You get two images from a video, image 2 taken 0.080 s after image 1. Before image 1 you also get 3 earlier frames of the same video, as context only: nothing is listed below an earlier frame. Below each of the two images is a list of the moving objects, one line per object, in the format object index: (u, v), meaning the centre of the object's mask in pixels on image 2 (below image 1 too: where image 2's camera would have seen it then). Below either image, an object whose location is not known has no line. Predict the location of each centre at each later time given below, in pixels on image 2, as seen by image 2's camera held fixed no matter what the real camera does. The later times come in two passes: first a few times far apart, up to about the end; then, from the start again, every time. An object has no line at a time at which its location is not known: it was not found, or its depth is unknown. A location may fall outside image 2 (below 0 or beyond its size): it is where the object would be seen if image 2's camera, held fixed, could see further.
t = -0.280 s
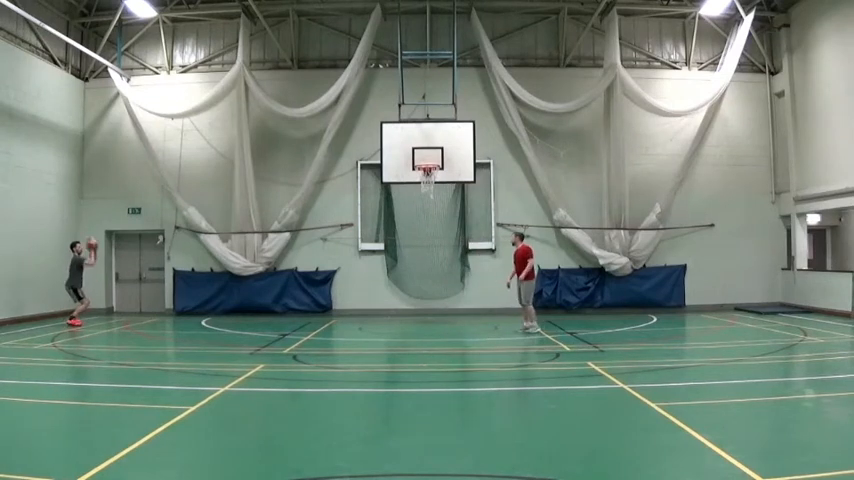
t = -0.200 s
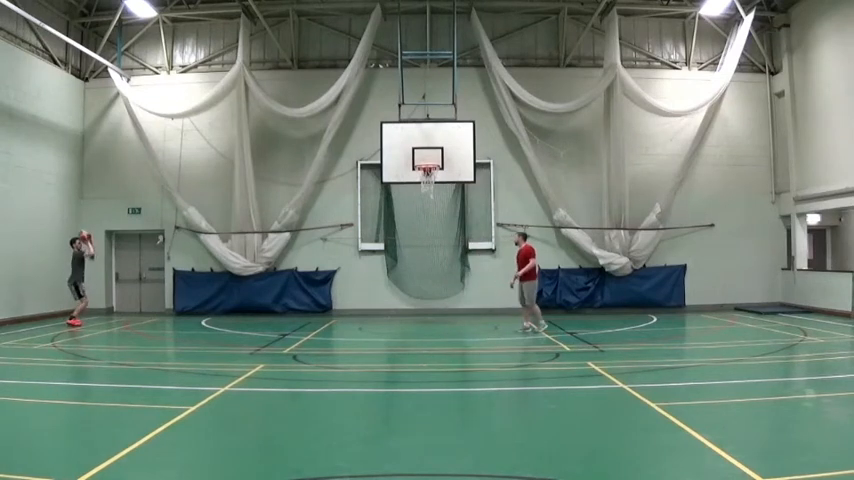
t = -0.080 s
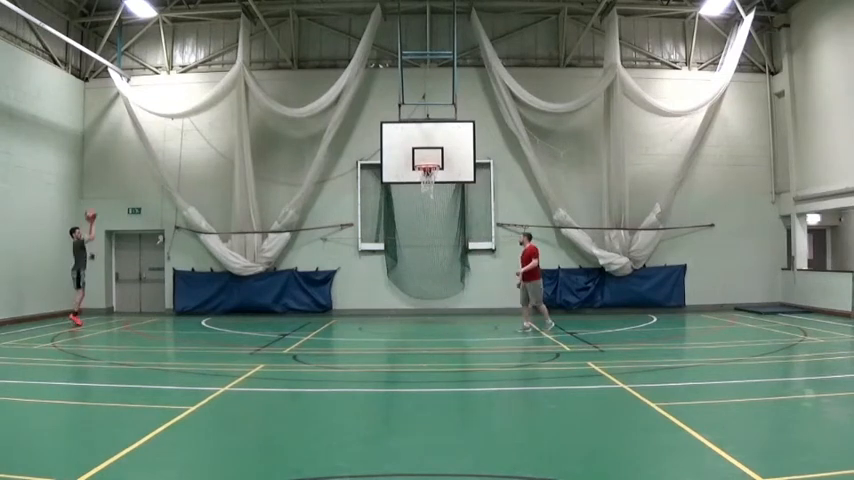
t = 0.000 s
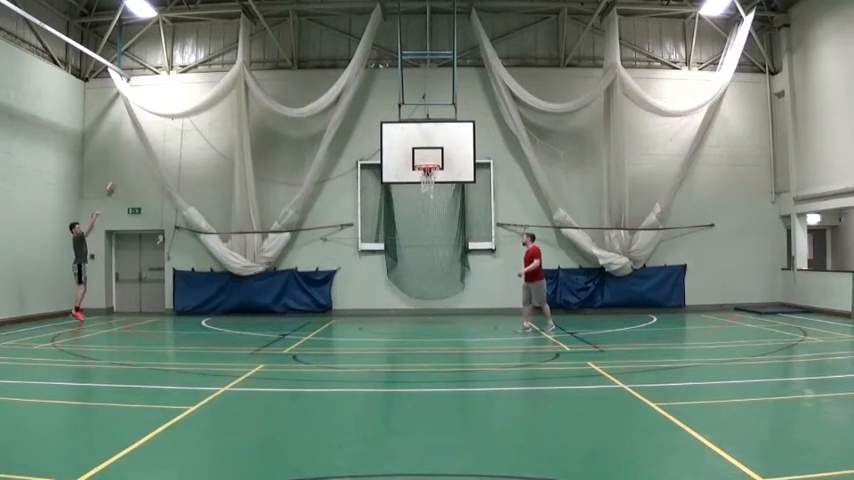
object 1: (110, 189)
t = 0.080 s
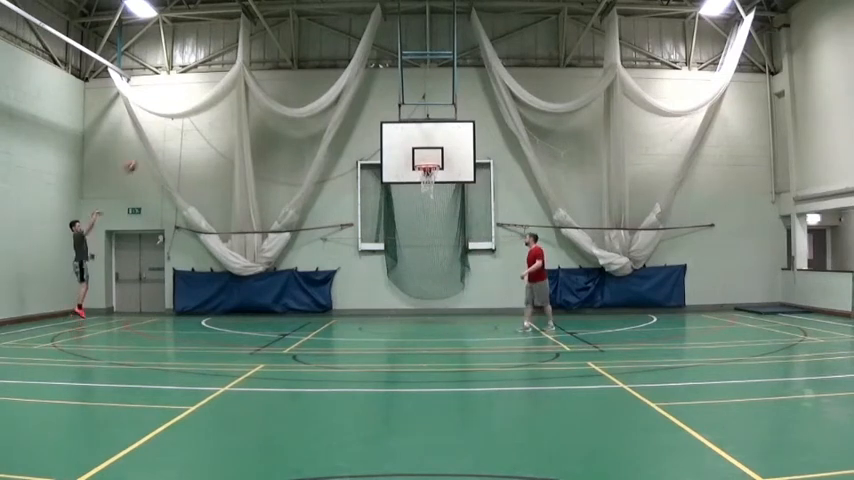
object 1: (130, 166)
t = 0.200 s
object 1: (162, 138)
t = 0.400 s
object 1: (217, 105)
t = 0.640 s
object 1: (283, 92)
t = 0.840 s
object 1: (338, 102)
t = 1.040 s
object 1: (395, 134)
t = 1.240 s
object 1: (429, 179)
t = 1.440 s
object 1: (422, 175)
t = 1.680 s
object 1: (410, 192)
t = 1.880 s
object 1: (404, 226)
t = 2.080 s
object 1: (399, 282)
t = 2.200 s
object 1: (396, 321)
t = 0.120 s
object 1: (140, 156)
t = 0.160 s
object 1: (151, 147)
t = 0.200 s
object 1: (162, 138)
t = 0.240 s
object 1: (173, 130)
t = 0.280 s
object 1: (184, 122)
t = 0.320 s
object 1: (195, 117)
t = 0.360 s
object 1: (206, 110)
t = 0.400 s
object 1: (217, 105)
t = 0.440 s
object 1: (228, 101)
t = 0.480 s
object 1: (238, 98)
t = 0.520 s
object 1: (250, 95)
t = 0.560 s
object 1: (261, 93)
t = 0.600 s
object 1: (272, 92)
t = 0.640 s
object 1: (283, 92)
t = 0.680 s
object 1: (294, 92)
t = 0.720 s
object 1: (305, 92)
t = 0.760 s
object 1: (316, 95)
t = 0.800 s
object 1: (328, 99)
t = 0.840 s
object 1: (338, 102)
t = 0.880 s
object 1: (349, 106)
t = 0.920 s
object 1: (361, 112)
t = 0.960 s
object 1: (372, 119)
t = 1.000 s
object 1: (384, 125)
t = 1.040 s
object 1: (395, 134)
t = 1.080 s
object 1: (406, 143)
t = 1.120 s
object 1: (417, 152)
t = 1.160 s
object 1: (428, 163)
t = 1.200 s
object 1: (430, 171)
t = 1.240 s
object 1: (429, 179)
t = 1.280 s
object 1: (425, 181)
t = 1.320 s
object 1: (423, 180)
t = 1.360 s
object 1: (423, 176)
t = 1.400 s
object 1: (423, 175)
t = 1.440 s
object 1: (422, 175)
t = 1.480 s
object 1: (421, 175)
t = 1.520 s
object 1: (416, 179)
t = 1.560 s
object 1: (415, 180)
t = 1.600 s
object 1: (414, 182)
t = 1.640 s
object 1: (411, 188)
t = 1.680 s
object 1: (410, 192)
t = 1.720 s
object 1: (408, 198)
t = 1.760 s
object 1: (407, 204)
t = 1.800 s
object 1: (406, 210)
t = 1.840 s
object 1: (405, 219)
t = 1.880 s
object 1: (404, 226)
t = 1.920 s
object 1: (403, 236)
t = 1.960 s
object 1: (401, 247)
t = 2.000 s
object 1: (401, 257)
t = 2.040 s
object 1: (400, 269)
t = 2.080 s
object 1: (399, 282)
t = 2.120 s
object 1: (397, 296)
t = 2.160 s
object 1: (396, 309)
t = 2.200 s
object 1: (396, 321)
